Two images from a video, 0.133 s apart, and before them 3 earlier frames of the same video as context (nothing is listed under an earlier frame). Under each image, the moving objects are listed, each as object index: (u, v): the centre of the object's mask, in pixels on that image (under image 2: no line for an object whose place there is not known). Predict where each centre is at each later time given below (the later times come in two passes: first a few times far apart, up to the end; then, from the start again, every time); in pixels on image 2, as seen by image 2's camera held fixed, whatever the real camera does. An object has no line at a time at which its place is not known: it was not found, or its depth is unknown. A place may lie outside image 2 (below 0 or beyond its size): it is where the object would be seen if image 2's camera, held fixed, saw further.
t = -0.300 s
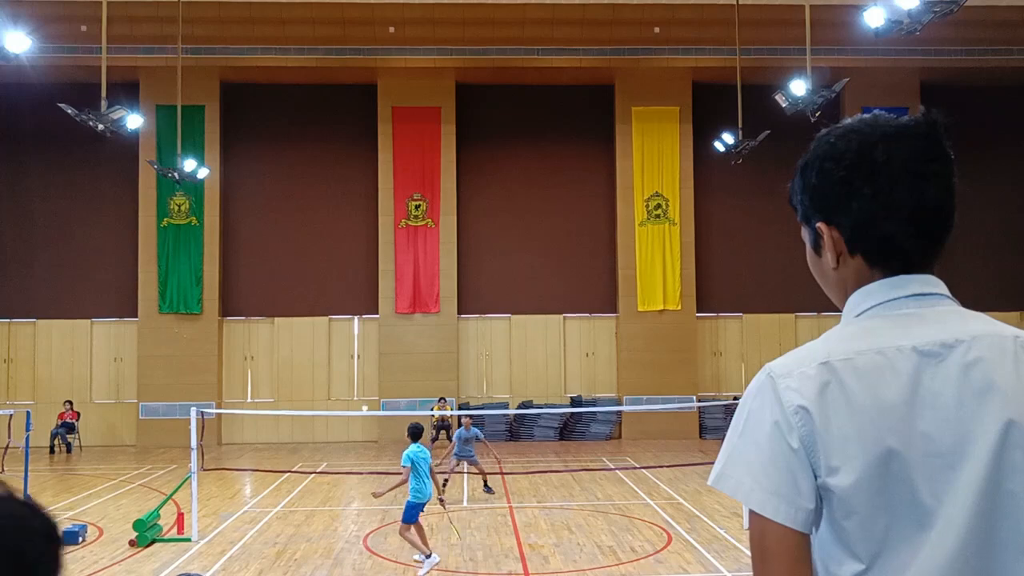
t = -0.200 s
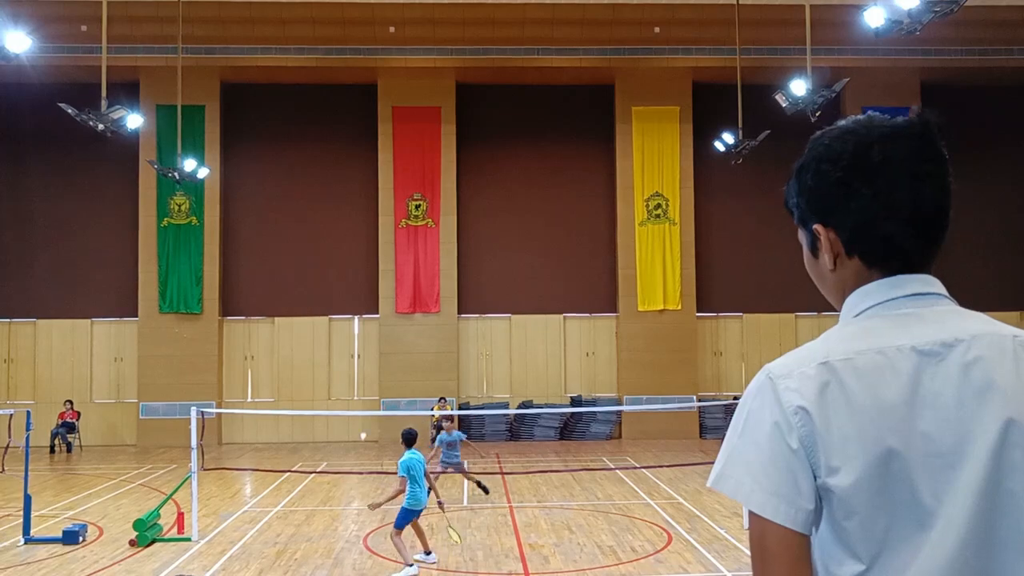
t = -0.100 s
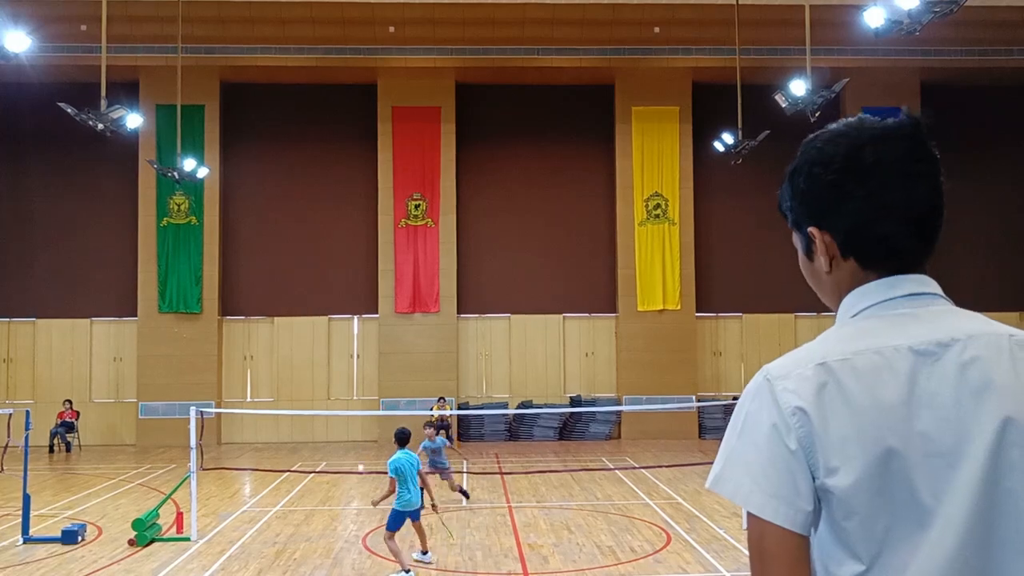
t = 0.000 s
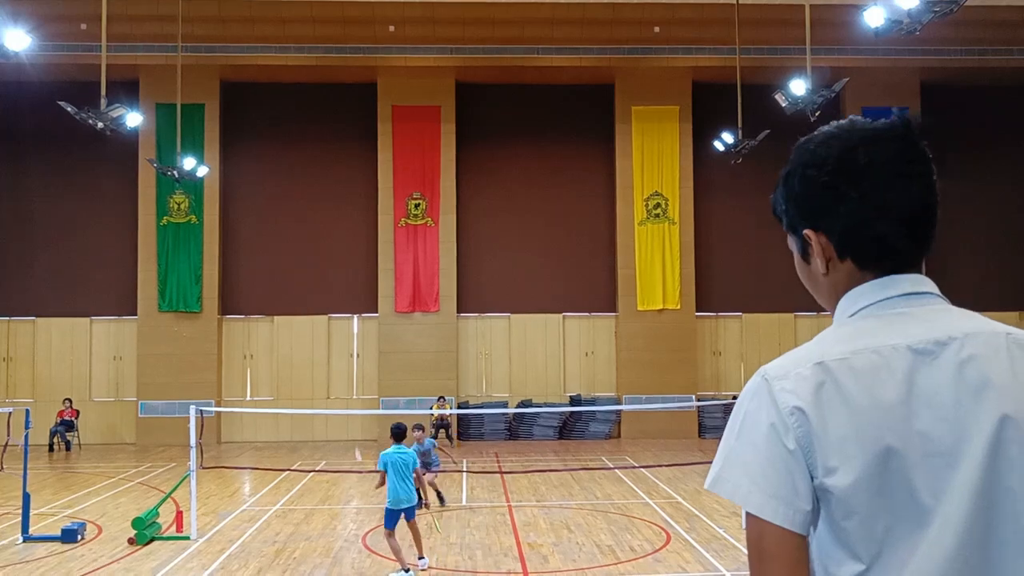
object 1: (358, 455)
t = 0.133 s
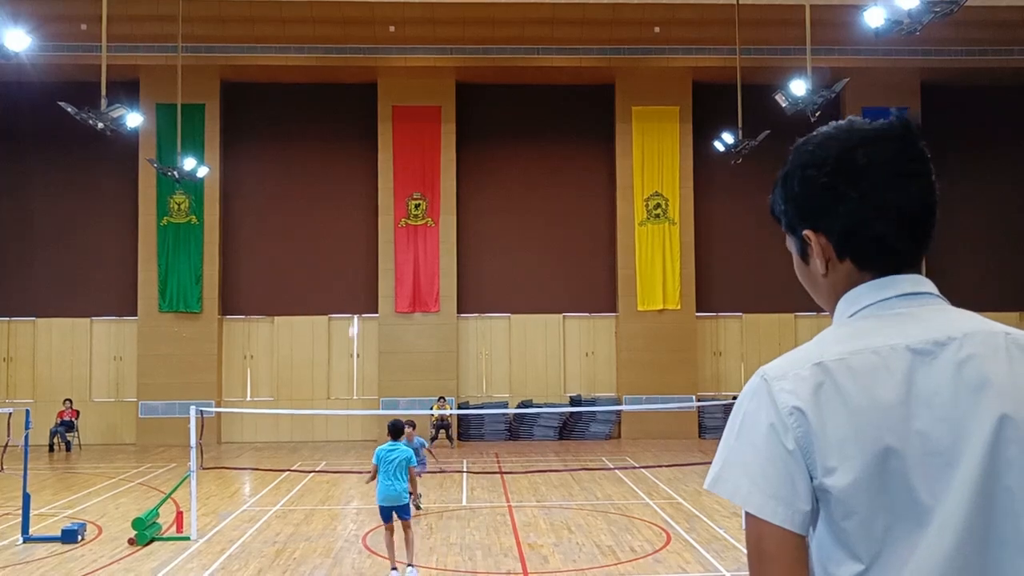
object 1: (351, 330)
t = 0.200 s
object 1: (350, 283)
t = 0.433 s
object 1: (343, 161)
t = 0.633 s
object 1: (337, 103)
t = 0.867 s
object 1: (330, 83)
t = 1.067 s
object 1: (319, 114)
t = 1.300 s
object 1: (307, 214)
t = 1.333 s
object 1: (305, 233)
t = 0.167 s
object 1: (350, 306)
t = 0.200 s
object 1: (350, 283)
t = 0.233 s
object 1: (349, 262)
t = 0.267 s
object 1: (348, 241)
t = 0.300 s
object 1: (347, 223)
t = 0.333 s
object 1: (346, 206)
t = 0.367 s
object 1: (345, 190)
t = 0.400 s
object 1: (344, 175)
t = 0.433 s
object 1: (343, 161)
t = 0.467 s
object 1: (342, 149)
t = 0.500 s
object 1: (341, 138)
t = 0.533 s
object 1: (340, 127)
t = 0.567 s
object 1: (339, 118)
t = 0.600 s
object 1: (338, 110)
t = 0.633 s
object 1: (337, 103)
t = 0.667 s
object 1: (336, 97)
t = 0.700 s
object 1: (335, 92)
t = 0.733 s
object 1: (335, 88)
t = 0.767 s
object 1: (334, 85)
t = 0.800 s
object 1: (333, 83)
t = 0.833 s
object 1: (331, 83)
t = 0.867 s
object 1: (330, 83)
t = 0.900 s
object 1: (329, 85)
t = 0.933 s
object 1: (327, 88)
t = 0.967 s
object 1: (325, 92)
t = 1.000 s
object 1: (323, 98)
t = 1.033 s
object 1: (321, 106)
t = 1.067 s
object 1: (319, 114)
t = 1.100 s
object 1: (317, 125)
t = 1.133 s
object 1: (315, 137)
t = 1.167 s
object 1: (314, 149)
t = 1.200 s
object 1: (312, 163)
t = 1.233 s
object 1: (310, 179)
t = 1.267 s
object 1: (308, 196)
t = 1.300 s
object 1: (307, 214)
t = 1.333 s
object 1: (305, 233)
